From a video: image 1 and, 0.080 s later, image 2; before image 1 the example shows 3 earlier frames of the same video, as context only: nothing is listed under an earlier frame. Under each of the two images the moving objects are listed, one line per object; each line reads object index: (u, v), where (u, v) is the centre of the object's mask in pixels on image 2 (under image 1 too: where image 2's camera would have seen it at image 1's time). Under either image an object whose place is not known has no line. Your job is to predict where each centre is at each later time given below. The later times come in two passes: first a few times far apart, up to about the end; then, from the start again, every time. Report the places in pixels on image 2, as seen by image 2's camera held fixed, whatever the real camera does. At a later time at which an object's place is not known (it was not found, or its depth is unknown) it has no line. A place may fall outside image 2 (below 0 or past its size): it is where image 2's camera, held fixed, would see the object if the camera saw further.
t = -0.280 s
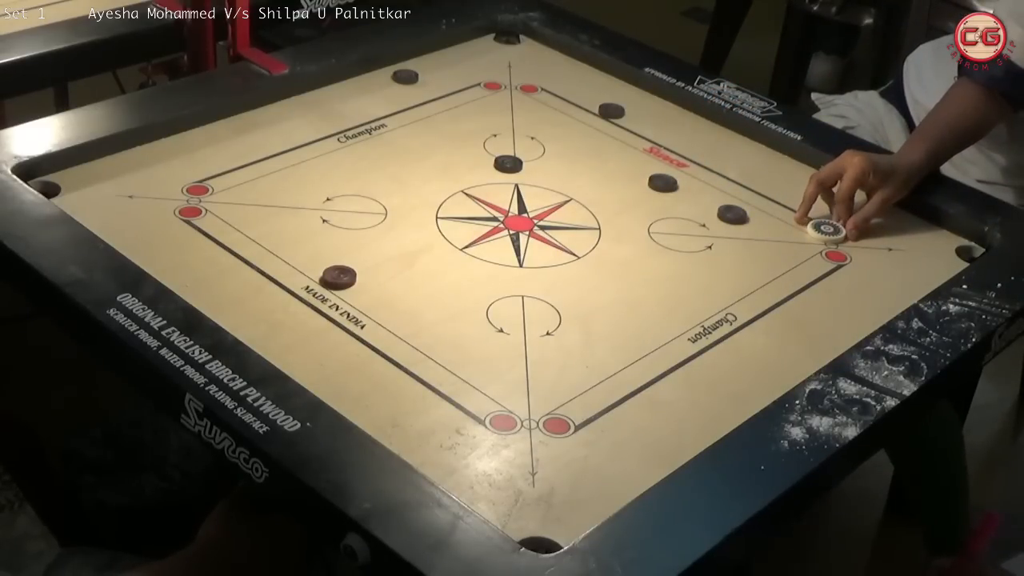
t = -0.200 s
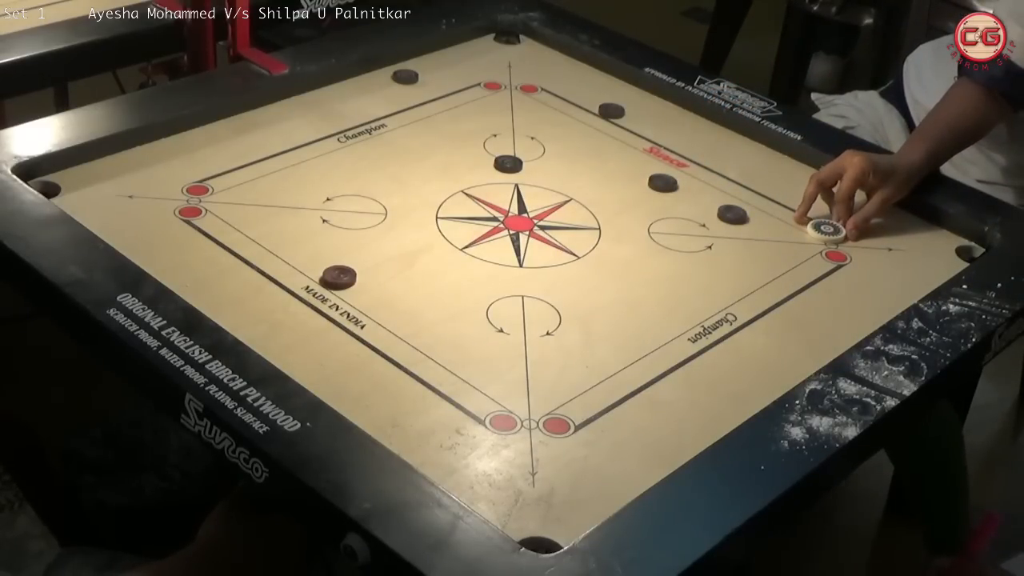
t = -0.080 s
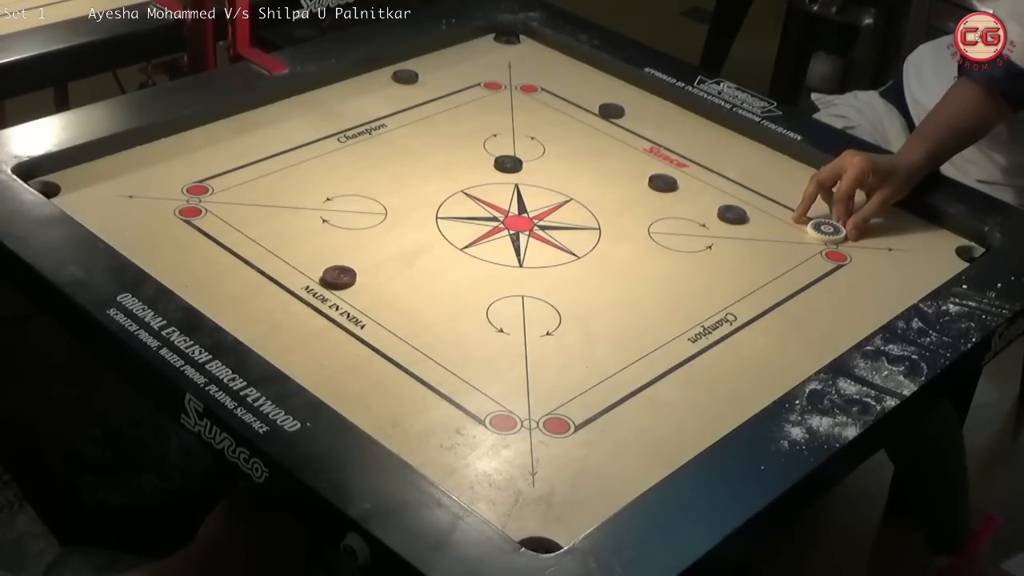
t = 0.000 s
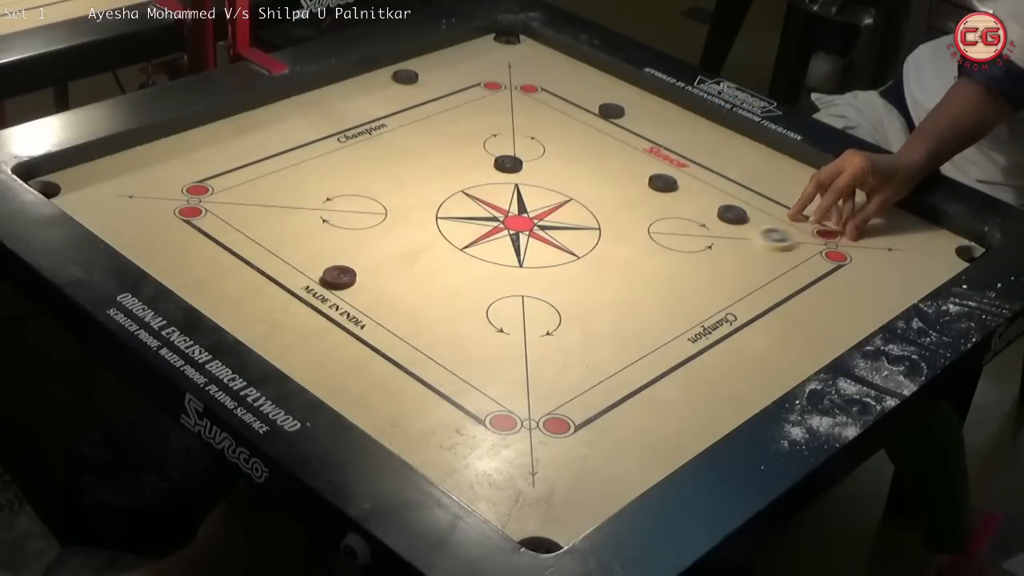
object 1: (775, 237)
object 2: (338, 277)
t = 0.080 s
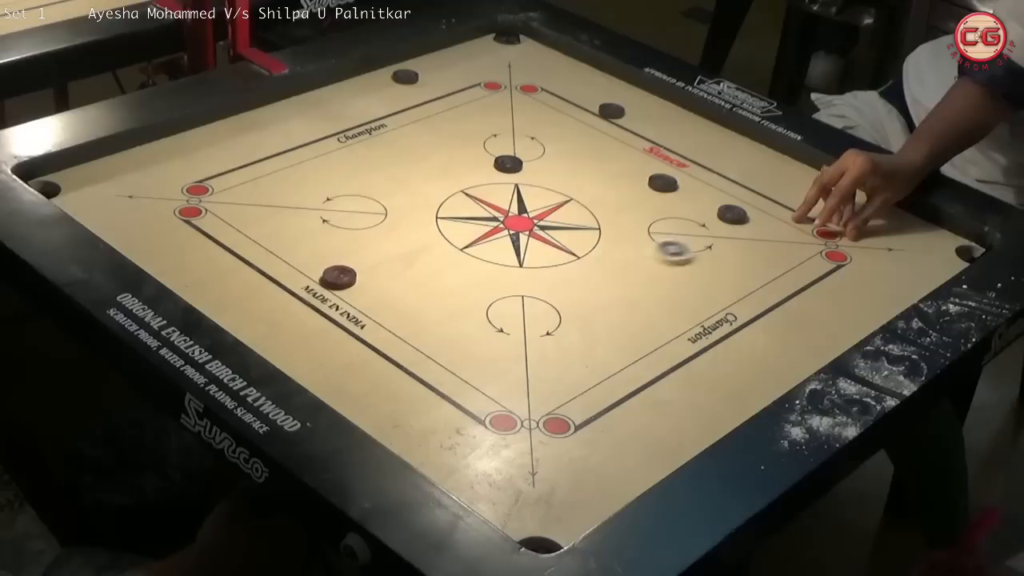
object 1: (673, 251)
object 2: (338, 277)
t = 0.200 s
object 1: (517, 273)
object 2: (338, 277)
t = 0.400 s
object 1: (281, 317)
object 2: (297, 257)
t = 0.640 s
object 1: (337, 269)
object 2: (220, 217)
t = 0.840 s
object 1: (407, 230)
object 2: (205, 209)
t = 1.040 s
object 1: (447, 210)
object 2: (205, 209)
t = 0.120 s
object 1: (621, 258)
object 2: (338, 277)
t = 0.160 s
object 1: (569, 266)
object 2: (338, 277)
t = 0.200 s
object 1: (517, 273)
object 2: (338, 277)
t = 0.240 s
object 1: (466, 280)
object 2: (338, 277)
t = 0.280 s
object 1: (415, 287)
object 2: (338, 277)
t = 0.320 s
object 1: (364, 294)
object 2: (337, 277)
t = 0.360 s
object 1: (323, 305)
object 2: (316, 266)
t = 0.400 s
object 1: (281, 317)
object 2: (297, 257)
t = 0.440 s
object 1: (246, 325)
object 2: (280, 248)
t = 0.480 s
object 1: (250, 320)
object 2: (264, 240)
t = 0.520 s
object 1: (274, 305)
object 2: (251, 233)
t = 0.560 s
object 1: (297, 292)
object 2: (239, 227)
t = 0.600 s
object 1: (317, 280)
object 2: (228, 222)
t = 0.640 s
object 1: (337, 269)
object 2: (220, 217)
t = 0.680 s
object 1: (353, 260)
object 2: (214, 214)
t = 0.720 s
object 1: (369, 252)
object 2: (209, 212)
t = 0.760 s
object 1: (383, 244)
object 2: (206, 210)
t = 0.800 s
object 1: (396, 237)
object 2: (205, 209)
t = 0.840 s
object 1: (407, 230)
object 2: (205, 209)
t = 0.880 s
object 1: (418, 225)
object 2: (205, 209)
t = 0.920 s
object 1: (427, 220)
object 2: (205, 209)
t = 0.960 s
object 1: (435, 216)
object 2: (205, 209)
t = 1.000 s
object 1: (442, 213)
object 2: (205, 209)
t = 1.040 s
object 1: (447, 210)
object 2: (205, 209)
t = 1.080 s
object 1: (452, 208)
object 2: (205, 209)
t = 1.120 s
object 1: (455, 206)
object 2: (205, 209)
